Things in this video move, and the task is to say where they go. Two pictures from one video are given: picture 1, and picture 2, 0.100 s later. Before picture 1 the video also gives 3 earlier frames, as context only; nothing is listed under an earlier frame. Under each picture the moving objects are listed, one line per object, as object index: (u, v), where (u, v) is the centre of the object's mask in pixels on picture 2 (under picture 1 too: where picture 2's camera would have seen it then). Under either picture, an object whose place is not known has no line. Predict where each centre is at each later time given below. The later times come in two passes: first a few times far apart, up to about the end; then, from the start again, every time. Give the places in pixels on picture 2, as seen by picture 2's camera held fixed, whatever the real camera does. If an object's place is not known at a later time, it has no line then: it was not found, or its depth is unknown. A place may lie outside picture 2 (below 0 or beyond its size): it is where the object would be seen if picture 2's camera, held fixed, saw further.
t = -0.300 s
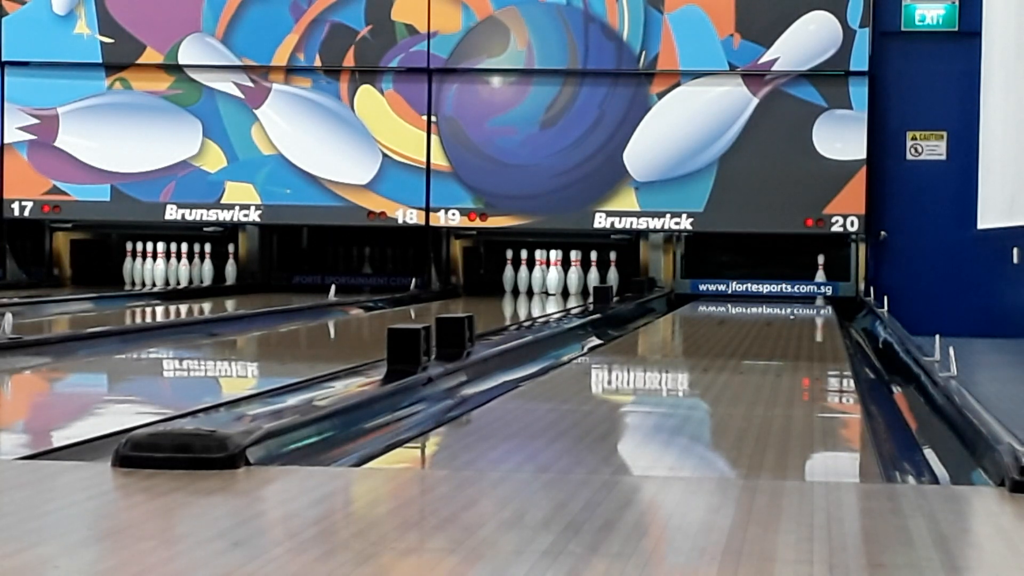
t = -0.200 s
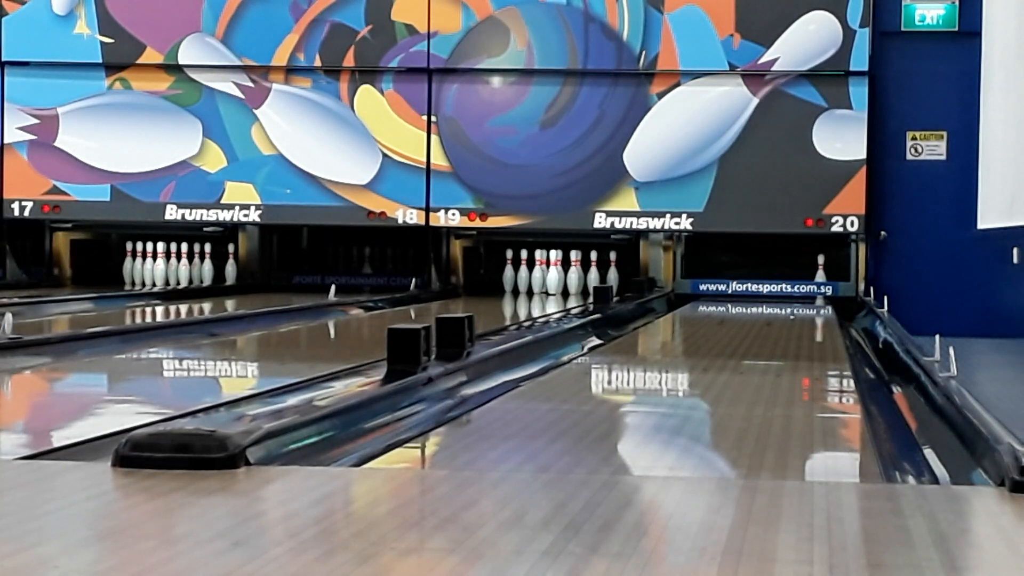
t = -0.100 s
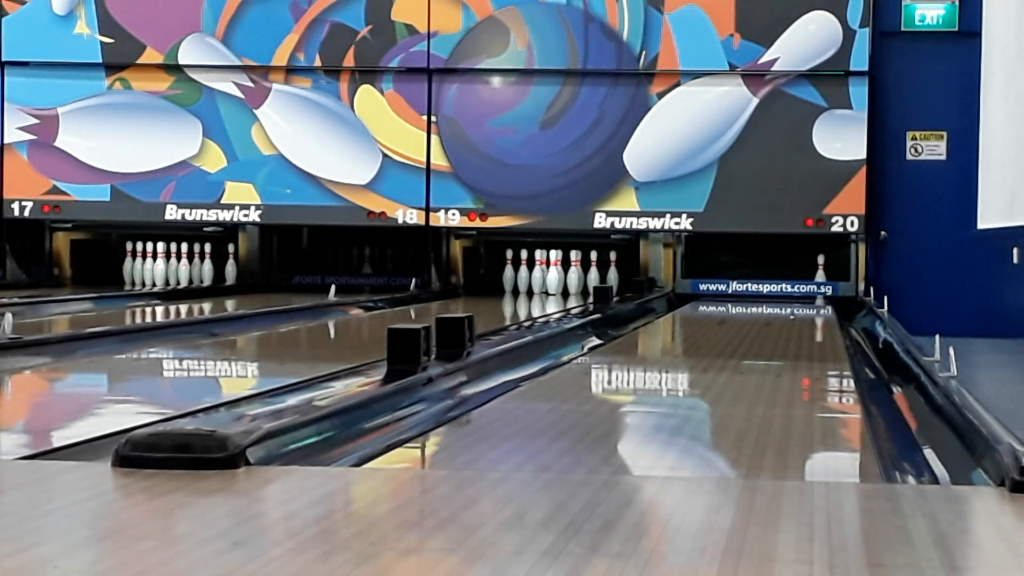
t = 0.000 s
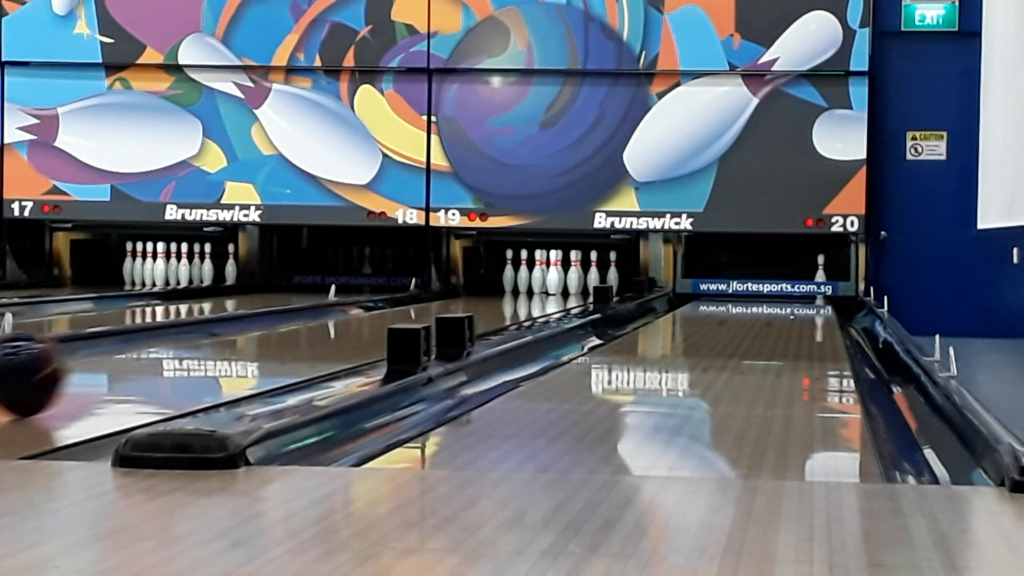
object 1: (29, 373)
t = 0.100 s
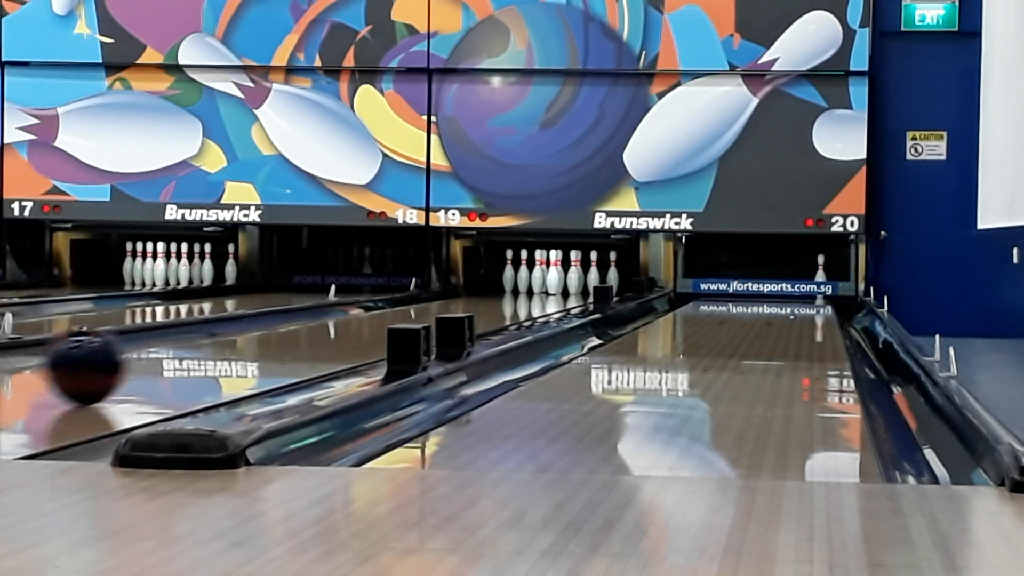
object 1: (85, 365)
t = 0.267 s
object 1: (171, 352)
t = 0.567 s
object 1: (283, 335)
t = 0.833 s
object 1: (354, 323)
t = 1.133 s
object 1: (413, 309)
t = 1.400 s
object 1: (453, 302)
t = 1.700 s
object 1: (485, 301)
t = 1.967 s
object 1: (504, 298)
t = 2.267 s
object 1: (518, 294)
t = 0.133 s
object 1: (104, 362)
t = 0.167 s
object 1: (122, 359)
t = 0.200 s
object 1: (138, 356)
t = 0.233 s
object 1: (155, 354)
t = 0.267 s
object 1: (171, 352)
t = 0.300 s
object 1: (186, 349)
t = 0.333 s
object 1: (199, 347)
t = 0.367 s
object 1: (212, 344)
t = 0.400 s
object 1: (225, 343)
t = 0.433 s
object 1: (238, 341)
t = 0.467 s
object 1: (249, 339)
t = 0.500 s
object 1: (260, 337)
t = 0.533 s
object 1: (272, 336)
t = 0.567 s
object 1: (283, 335)
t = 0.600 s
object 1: (293, 333)
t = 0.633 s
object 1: (302, 331)
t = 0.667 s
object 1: (312, 330)
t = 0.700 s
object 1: (322, 328)
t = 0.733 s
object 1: (330, 327)
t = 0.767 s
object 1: (338, 325)
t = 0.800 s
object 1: (346, 324)
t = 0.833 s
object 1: (354, 323)
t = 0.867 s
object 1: (361, 322)
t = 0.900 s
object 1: (369, 321)
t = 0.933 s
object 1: (374, 319)
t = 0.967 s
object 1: (382, 317)
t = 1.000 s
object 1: (387, 314)
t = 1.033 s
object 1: (394, 312)
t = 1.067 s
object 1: (401, 310)
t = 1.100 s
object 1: (407, 309)
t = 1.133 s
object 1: (413, 309)
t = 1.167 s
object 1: (418, 308)
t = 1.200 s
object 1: (423, 307)
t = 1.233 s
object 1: (428, 307)
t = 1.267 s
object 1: (432, 306)
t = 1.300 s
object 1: (439, 304)
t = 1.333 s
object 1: (442, 304)
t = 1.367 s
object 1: (448, 302)
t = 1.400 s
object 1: (453, 302)
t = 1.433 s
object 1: (457, 302)
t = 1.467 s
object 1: (462, 301)
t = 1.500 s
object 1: (465, 302)
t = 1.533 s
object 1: (469, 302)
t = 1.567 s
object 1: (473, 302)
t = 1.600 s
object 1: (476, 302)
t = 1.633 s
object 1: (480, 302)
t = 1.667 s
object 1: (482, 302)
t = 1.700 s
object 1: (485, 301)
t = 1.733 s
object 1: (488, 301)
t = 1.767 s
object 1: (490, 300)
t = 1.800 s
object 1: (493, 300)
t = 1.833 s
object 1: (495, 300)
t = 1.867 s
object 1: (498, 299)
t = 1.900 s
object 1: (500, 298)
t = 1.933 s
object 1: (502, 298)
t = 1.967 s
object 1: (504, 298)
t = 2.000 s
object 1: (506, 297)
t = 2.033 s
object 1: (508, 297)
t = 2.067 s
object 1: (510, 296)
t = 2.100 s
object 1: (512, 296)
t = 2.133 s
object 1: (513, 296)
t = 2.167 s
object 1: (514, 295)
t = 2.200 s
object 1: (516, 294)
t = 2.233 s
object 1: (517, 294)
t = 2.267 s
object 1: (518, 294)
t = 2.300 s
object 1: (520, 293)
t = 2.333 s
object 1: (521, 293)
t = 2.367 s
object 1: (522, 293)
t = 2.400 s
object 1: (522, 292)
